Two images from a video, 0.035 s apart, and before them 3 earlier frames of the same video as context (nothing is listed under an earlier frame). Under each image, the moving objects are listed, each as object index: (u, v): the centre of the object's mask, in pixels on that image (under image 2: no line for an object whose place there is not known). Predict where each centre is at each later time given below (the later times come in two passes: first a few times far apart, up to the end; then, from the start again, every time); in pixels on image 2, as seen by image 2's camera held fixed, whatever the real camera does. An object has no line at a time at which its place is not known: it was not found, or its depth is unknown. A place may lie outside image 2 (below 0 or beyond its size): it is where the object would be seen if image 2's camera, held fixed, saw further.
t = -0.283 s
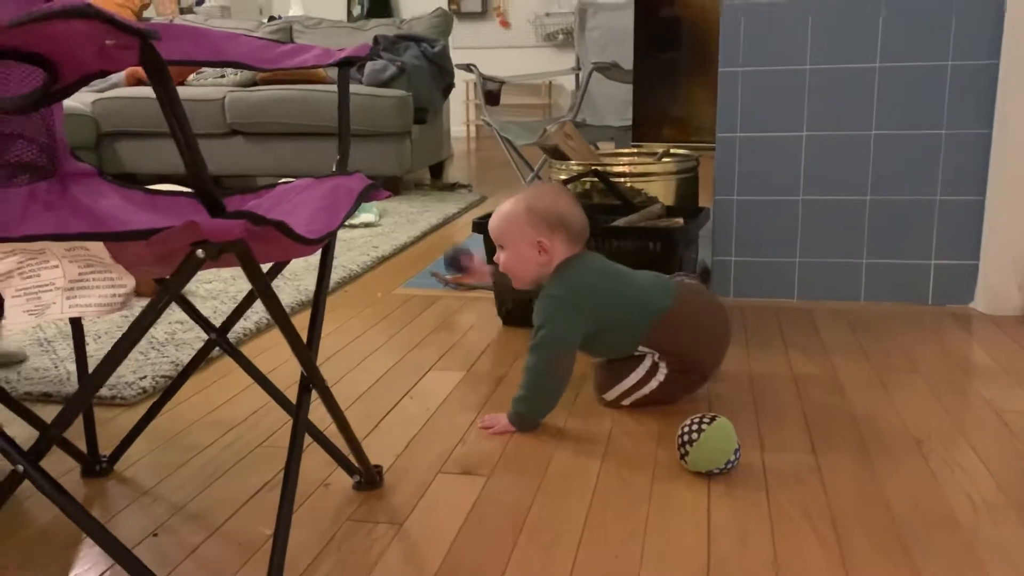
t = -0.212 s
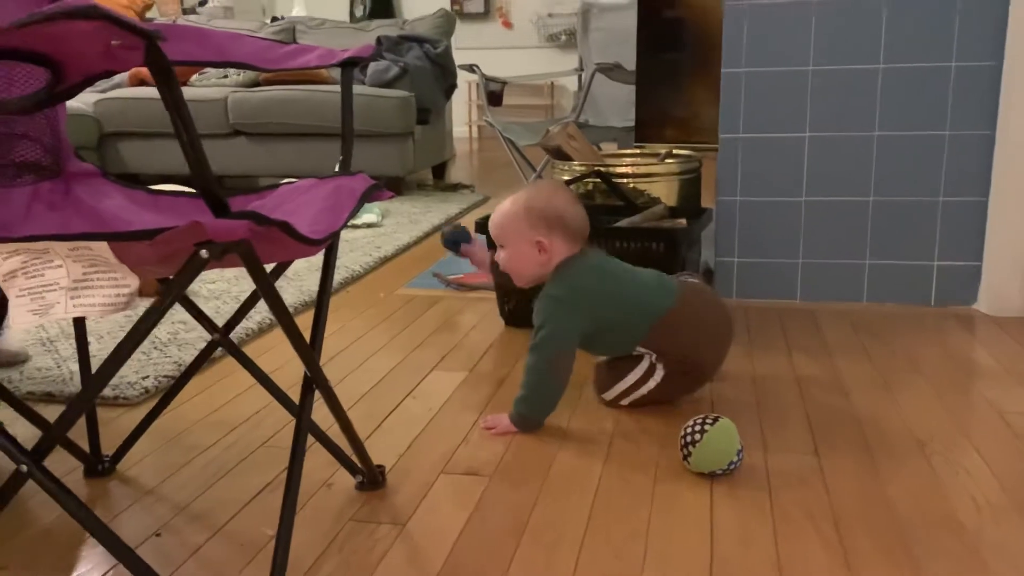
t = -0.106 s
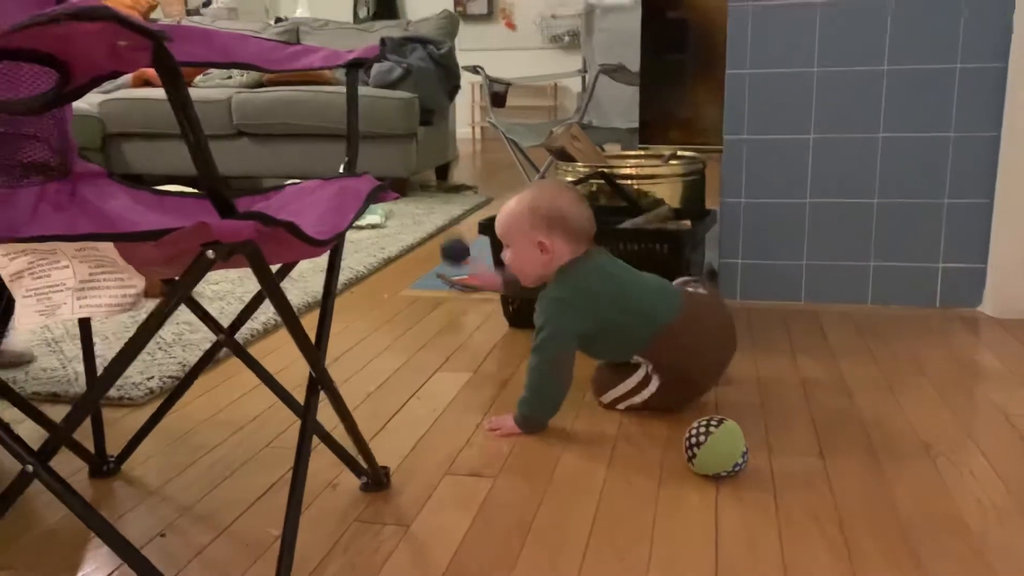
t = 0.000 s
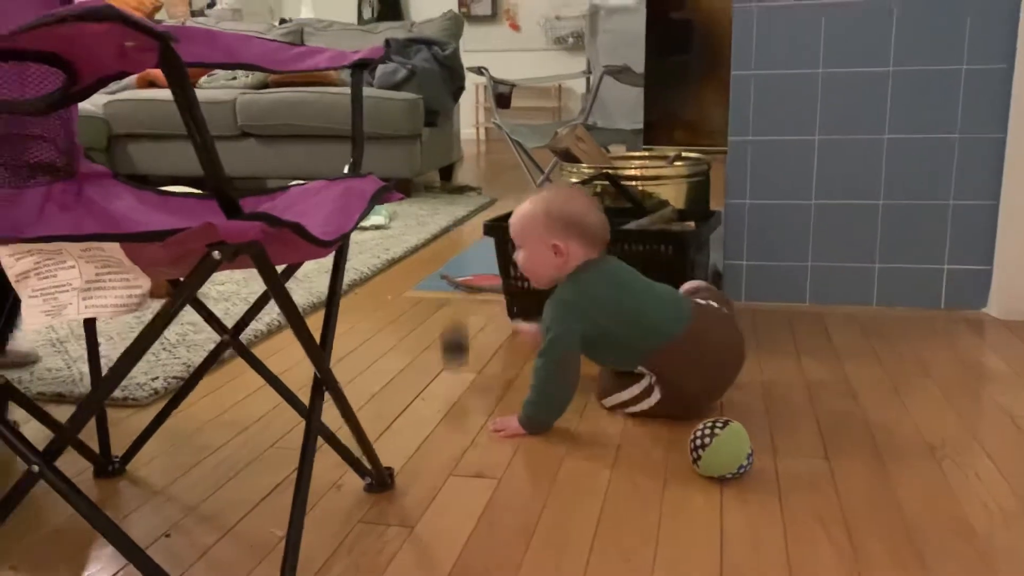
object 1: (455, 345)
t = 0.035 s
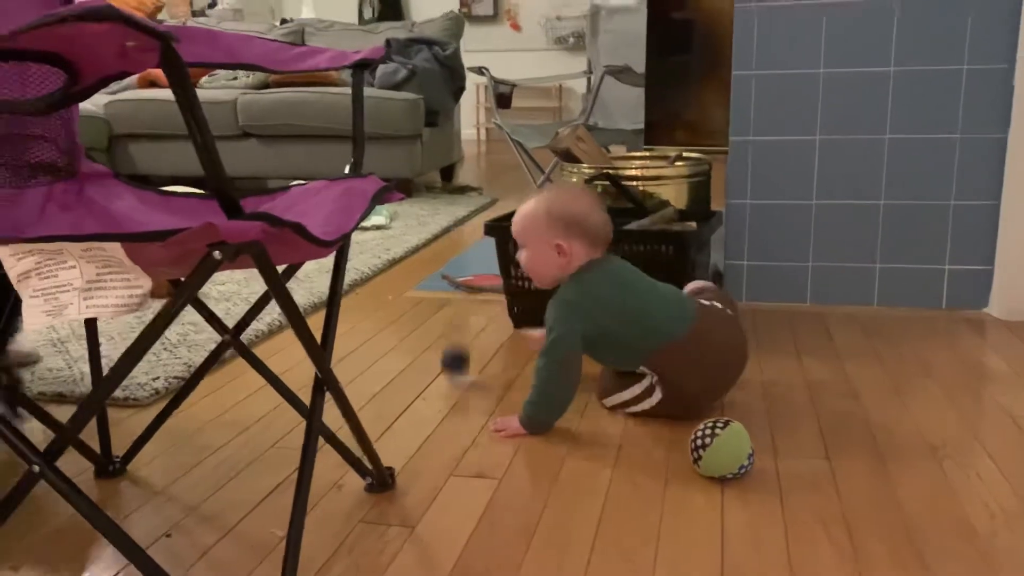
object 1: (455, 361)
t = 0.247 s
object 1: (457, 309)
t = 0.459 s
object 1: (462, 340)
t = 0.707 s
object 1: (472, 349)
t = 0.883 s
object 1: (481, 359)
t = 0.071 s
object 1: (455, 338)
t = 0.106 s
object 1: (455, 323)
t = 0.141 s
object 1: (456, 311)
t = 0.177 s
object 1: (455, 306)
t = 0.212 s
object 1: (456, 306)
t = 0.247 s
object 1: (457, 309)
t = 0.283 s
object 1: (459, 324)
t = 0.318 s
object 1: (459, 339)
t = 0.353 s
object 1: (460, 362)
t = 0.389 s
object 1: (461, 366)
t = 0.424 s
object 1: (461, 350)
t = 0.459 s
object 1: (462, 340)
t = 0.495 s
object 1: (463, 334)
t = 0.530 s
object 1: (463, 334)
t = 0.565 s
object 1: (464, 340)
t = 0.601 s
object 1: (467, 368)
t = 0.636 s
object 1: (469, 363)
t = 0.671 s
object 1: (470, 353)
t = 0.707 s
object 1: (472, 349)
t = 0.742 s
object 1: (474, 350)
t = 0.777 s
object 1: (476, 356)
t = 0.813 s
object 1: (479, 367)
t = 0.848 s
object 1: (480, 366)
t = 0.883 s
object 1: (481, 359)
